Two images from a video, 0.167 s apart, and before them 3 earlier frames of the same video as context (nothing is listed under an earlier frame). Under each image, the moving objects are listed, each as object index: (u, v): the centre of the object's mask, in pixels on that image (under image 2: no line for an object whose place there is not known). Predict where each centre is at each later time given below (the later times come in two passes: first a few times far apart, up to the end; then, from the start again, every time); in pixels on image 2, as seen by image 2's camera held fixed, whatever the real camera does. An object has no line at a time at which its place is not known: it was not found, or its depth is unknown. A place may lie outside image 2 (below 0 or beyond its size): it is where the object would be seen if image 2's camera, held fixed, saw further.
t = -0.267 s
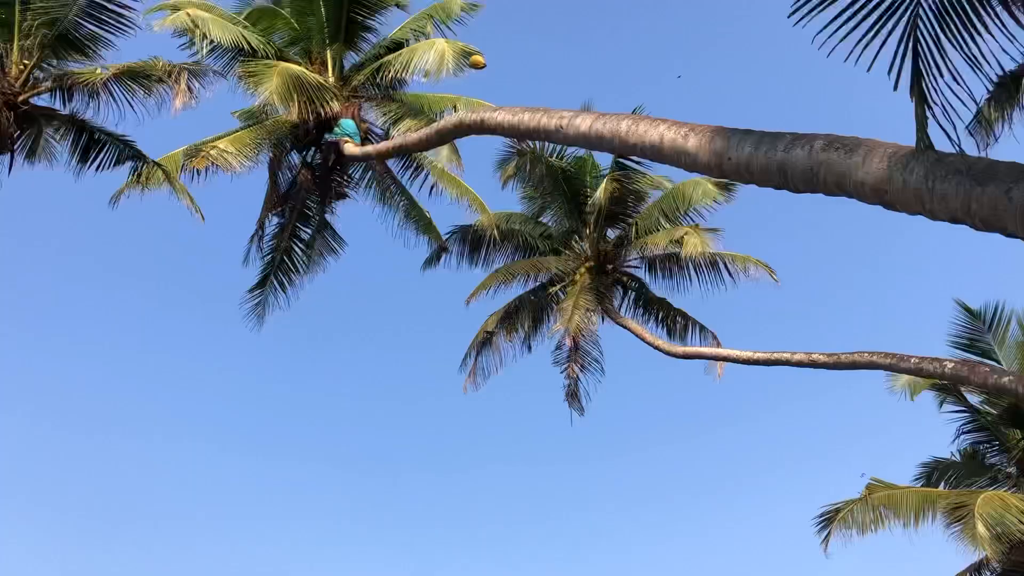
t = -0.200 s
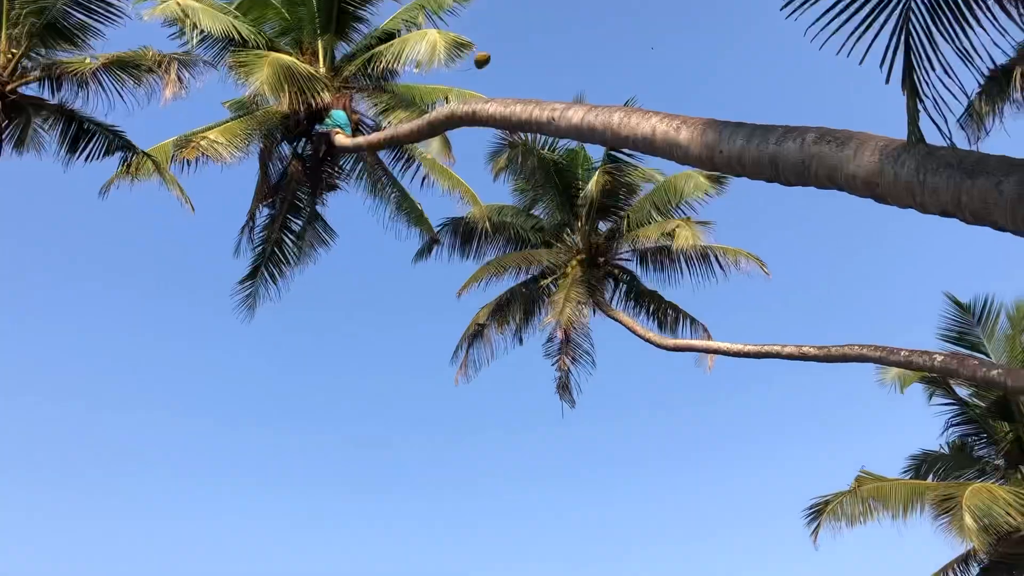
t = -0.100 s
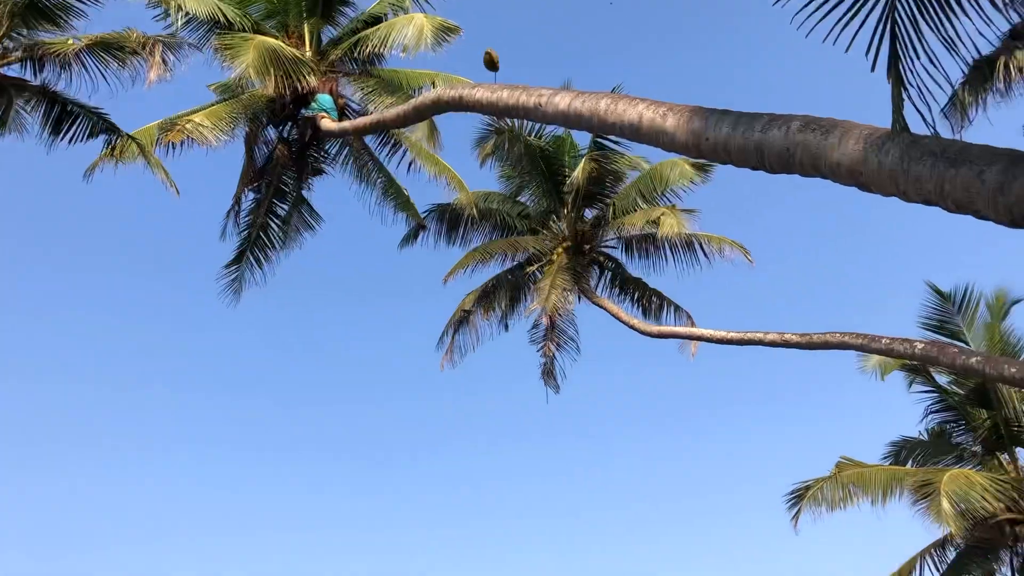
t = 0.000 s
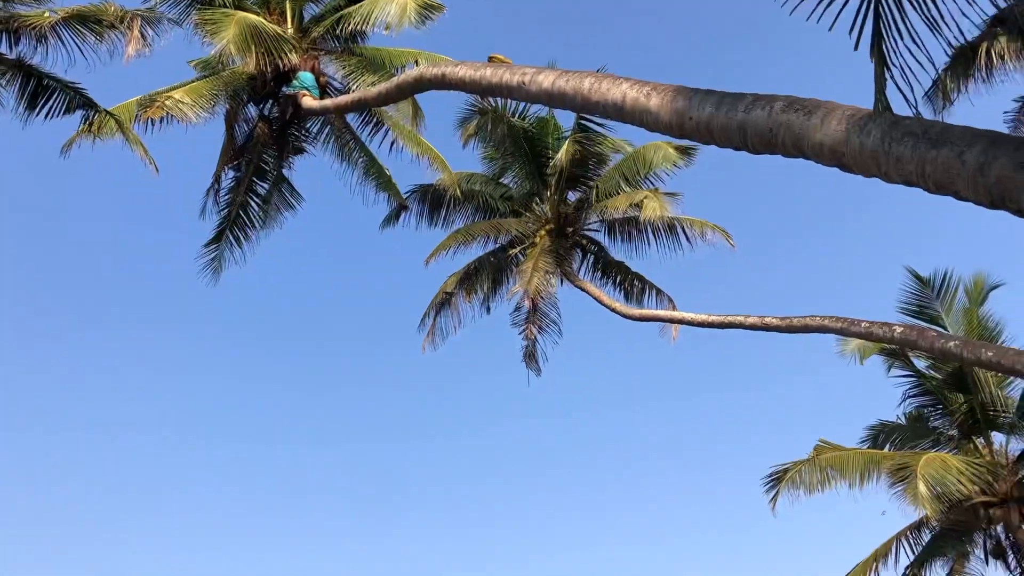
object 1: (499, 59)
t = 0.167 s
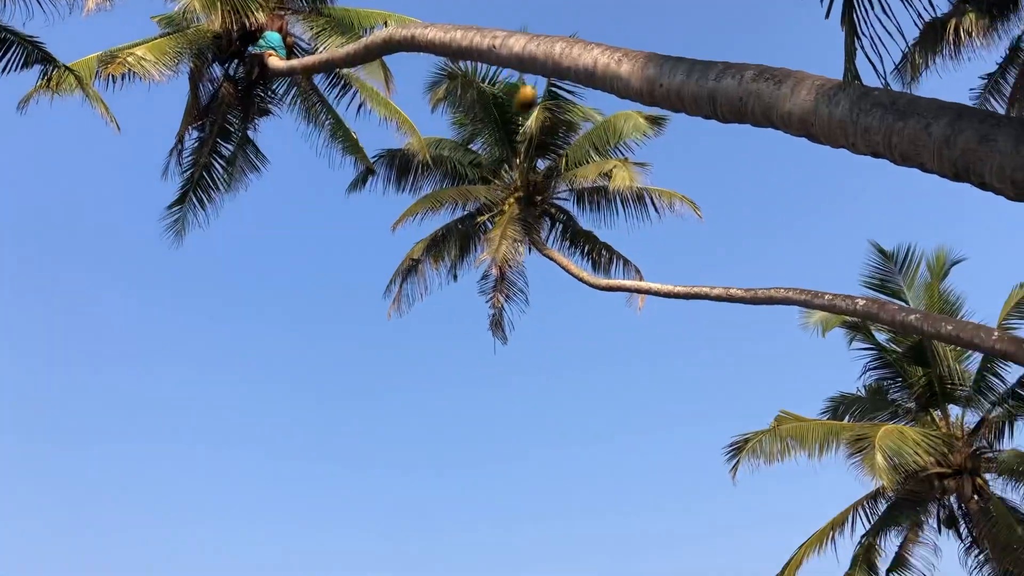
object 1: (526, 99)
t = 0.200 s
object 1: (542, 115)
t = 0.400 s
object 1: (648, 334)
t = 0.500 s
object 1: (751, 542)
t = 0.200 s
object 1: (542, 115)
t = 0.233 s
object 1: (554, 147)
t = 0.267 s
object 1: (570, 174)
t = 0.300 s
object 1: (588, 207)
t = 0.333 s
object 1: (607, 242)
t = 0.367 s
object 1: (628, 285)
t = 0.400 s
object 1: (648, 334)
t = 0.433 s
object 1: (675, 392)
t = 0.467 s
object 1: (710, 461)
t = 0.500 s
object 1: (751, 542)
